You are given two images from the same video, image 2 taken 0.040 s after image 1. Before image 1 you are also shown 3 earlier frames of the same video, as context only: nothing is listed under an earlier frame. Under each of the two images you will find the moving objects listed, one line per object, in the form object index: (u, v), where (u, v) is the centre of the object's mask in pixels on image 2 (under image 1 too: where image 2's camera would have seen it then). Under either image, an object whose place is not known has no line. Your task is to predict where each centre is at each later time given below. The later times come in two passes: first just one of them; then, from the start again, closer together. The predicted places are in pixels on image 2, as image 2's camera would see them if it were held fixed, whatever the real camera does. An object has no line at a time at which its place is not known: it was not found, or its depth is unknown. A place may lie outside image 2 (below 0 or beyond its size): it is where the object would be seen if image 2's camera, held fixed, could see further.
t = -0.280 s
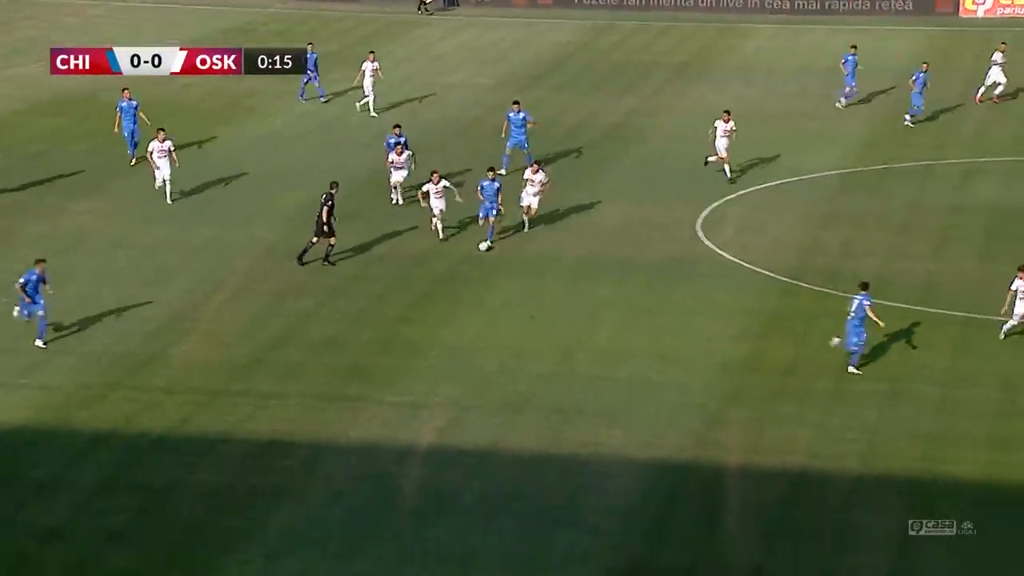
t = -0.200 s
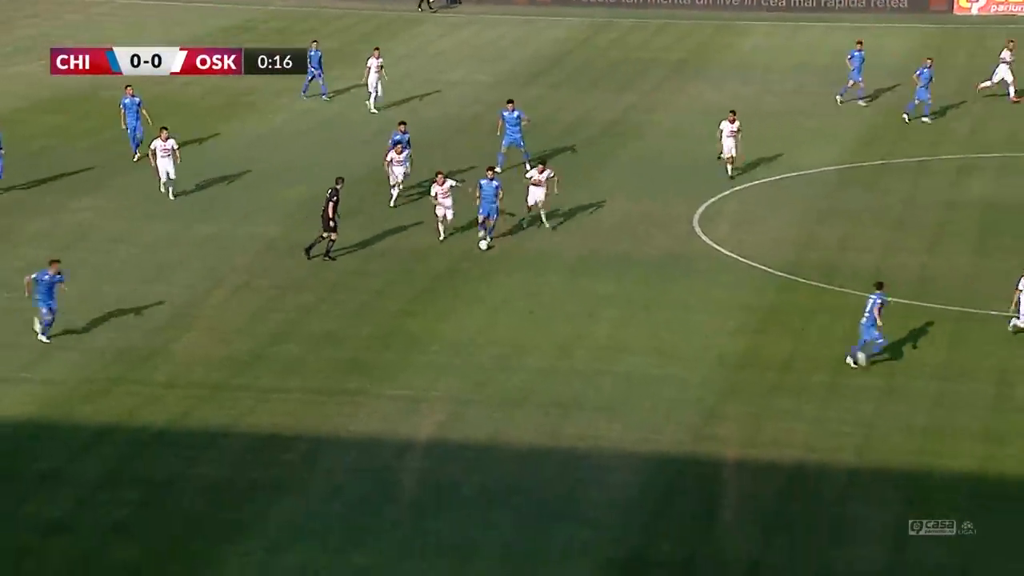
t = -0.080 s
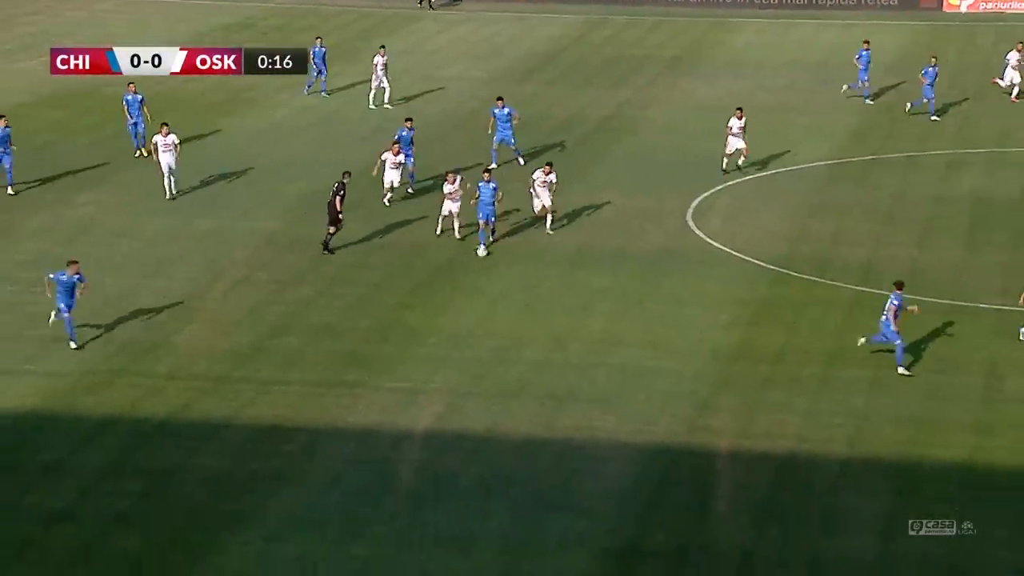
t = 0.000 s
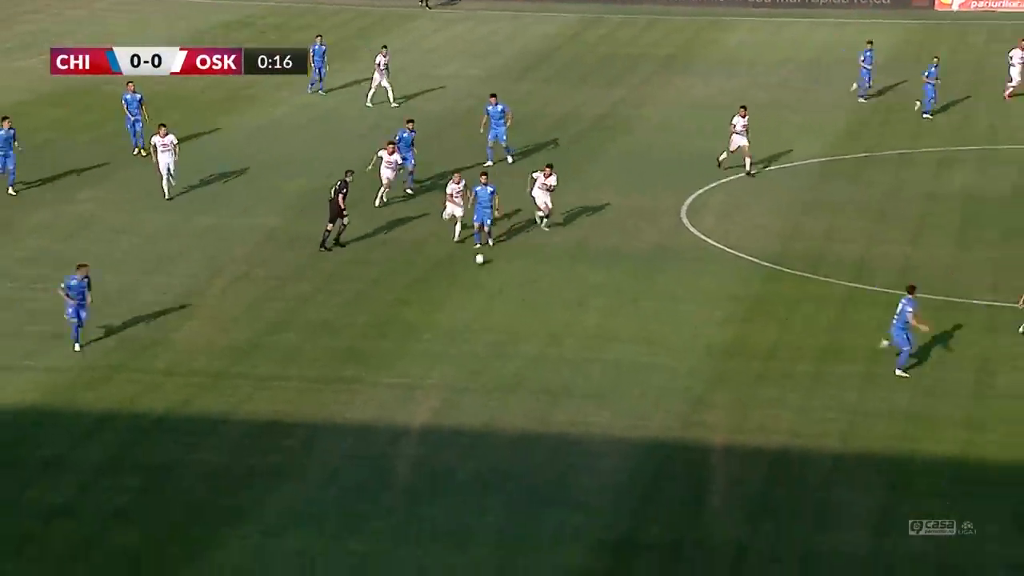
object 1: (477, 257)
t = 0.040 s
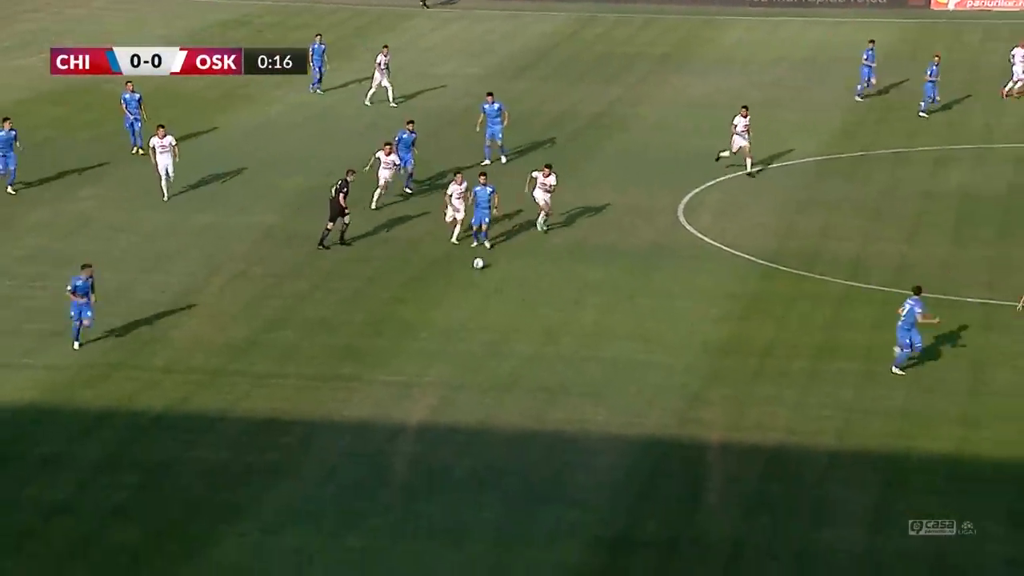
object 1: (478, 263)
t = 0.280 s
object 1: (485, 299)
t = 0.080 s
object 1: (478, 269)
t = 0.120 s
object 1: (480, 277)
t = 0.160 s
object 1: (482, 282)
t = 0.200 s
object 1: (483, 287)
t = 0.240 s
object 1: (484, 293)
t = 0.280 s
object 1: (485, 299)
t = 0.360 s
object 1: (488, 311)
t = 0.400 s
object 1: (490, 316)
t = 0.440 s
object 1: (492, 323)
